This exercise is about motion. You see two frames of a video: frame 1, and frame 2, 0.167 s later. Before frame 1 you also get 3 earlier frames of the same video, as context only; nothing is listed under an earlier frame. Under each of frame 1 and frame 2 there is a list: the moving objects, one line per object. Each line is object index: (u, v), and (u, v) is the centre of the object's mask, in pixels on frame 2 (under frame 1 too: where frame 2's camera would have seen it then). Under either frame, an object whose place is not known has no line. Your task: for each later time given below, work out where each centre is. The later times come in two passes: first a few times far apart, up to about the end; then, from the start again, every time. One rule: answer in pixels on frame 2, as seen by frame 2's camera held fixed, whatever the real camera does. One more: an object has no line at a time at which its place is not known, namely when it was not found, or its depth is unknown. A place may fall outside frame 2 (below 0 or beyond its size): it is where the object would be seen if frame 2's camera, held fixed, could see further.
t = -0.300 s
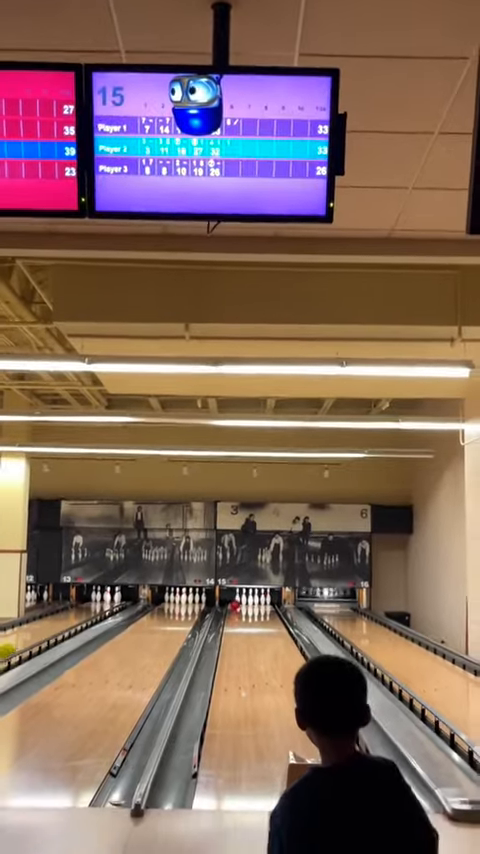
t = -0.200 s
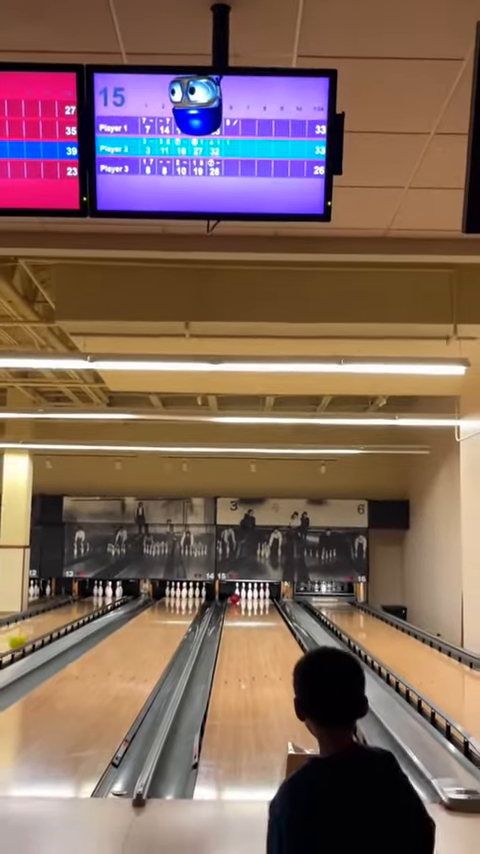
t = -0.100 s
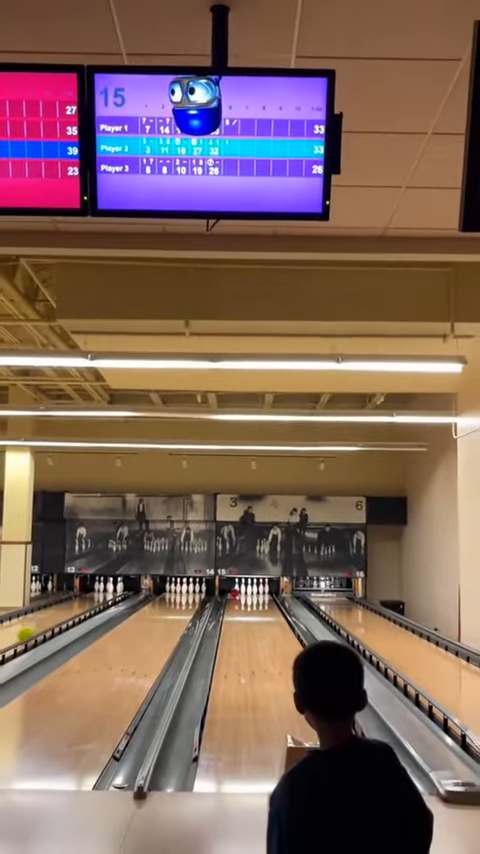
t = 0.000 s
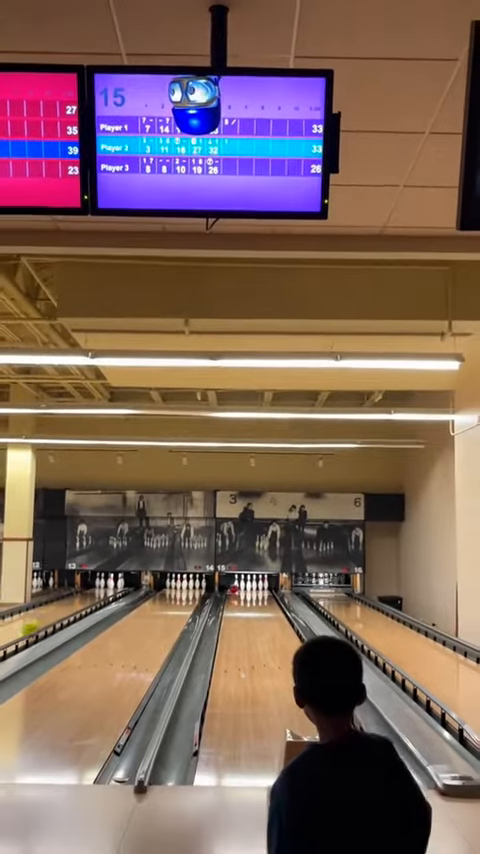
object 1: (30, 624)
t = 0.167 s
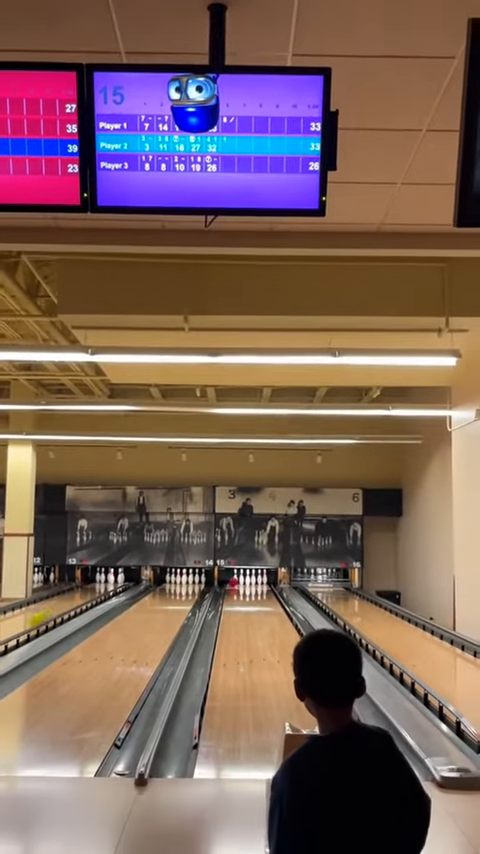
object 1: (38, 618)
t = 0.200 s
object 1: (38, 618)
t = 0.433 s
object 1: (46, 613)
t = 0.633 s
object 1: (55, 608)
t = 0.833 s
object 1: (60, 606)
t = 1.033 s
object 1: (64, 604)
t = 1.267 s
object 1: (70, 600)
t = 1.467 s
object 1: (74, 598)
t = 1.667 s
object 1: (79, 594)
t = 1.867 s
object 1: (82, 592)
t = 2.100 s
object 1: (81, 599)
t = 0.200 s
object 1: (38, 618)
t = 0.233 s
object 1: (41, 616)
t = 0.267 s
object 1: (44, 615)
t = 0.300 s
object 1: (43, 614)
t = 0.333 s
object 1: (45, 614)
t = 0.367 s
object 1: (45, 613)
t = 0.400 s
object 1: (46, 613)
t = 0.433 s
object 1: (46, 613)
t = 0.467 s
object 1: (47, 613)
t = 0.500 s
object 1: (49, 611)
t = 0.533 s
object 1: (50, 611)
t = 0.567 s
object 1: (53, 609)
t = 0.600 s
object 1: (55, 609)
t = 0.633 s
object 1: (55, 608)
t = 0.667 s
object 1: (55, 608)
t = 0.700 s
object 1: (55, 608)
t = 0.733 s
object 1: (56, 607)
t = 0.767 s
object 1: (58, 606)
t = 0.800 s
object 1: (58, 606)
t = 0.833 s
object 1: (60, 606)
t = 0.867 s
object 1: (61, 605)
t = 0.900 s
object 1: (61, 605)
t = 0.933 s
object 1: (61, 604)
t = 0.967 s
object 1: (63, 604)
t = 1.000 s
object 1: (63, 604)
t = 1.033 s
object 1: (64, 604)
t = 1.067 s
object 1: (65, 603)
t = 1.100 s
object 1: (65, 603)
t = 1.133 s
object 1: (67, 602)
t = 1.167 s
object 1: (68, 602)
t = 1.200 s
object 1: (69, 601)
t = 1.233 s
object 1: (69, 601)
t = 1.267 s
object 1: (70, 600)
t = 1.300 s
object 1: (71, 600)
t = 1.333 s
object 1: (72, 599)
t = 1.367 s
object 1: (72, 599)
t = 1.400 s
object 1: (72, 599)
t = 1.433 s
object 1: (74, 598)
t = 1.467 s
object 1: (74, 598)
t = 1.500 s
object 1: (75, 597)
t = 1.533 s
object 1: (77, 596)
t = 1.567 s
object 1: (77, 595)
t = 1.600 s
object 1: (78, 595)
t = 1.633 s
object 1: (78, 595)
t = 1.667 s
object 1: (79, 594)
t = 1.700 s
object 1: (79, 594)
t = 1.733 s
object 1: (80, 593)
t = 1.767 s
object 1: (81, 593)
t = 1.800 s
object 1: (82, 592)
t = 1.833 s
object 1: (82, 592)
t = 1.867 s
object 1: (82, 592)
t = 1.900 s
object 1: (83, 592)
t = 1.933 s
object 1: (83, 593)
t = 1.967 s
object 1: (83, 593)
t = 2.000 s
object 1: (82, 595)
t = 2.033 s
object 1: (82, 596)
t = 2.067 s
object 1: (81, 598)
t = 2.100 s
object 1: (81, 599)
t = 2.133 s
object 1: (80, 601)
